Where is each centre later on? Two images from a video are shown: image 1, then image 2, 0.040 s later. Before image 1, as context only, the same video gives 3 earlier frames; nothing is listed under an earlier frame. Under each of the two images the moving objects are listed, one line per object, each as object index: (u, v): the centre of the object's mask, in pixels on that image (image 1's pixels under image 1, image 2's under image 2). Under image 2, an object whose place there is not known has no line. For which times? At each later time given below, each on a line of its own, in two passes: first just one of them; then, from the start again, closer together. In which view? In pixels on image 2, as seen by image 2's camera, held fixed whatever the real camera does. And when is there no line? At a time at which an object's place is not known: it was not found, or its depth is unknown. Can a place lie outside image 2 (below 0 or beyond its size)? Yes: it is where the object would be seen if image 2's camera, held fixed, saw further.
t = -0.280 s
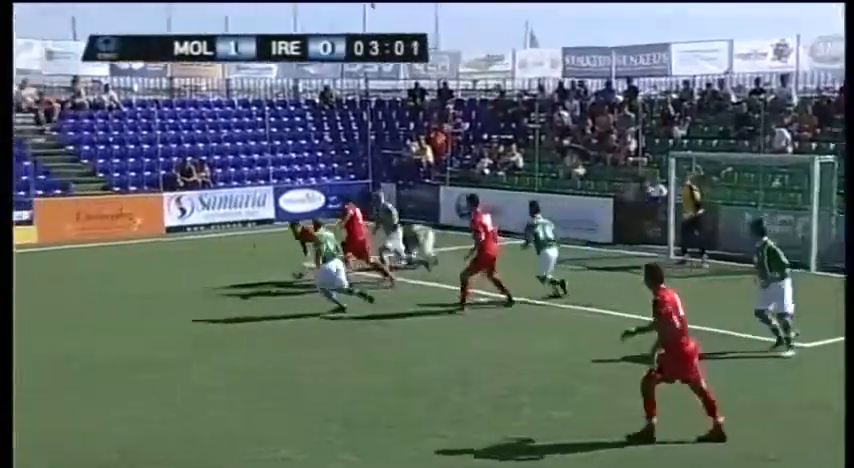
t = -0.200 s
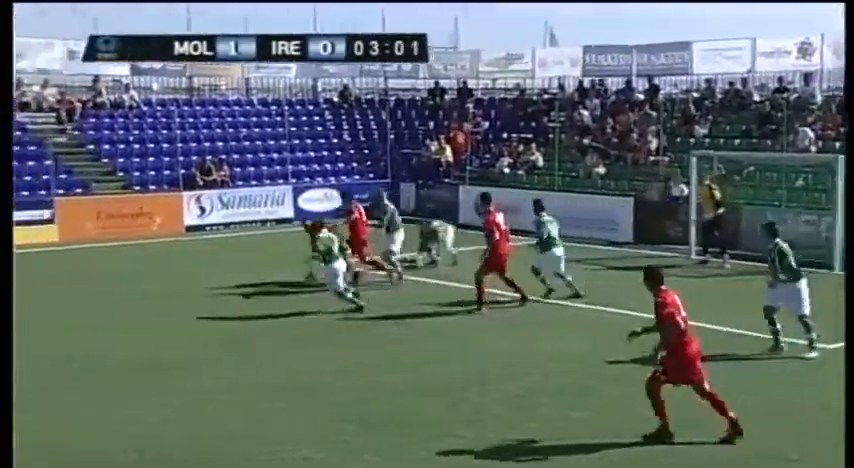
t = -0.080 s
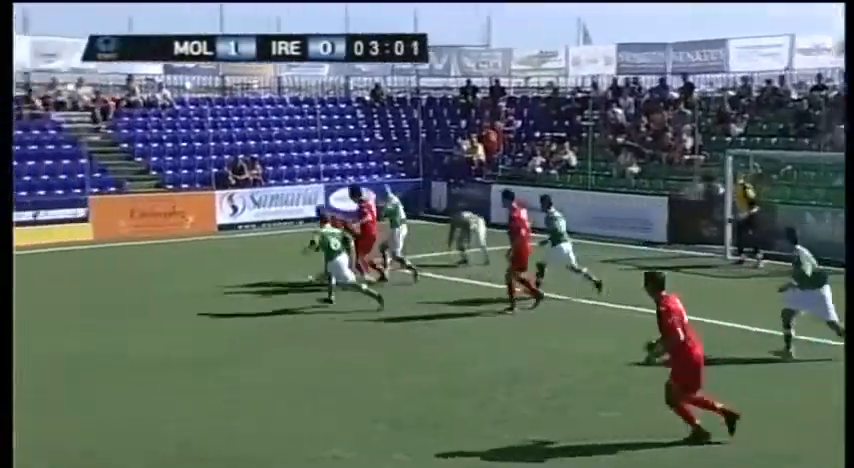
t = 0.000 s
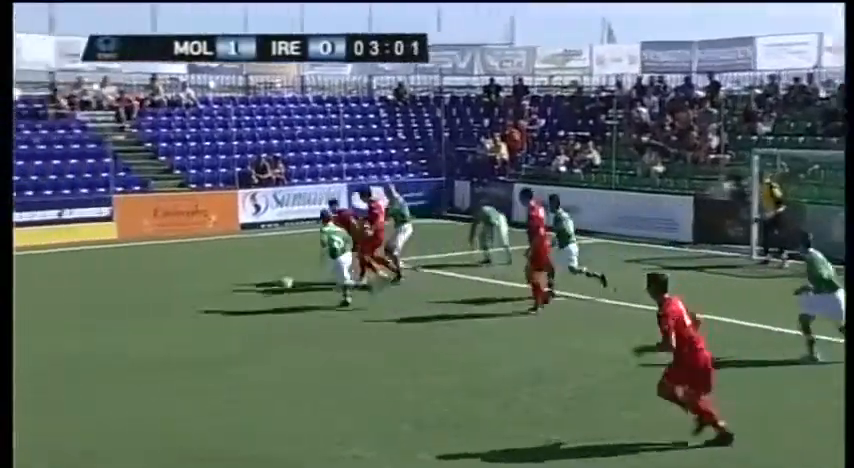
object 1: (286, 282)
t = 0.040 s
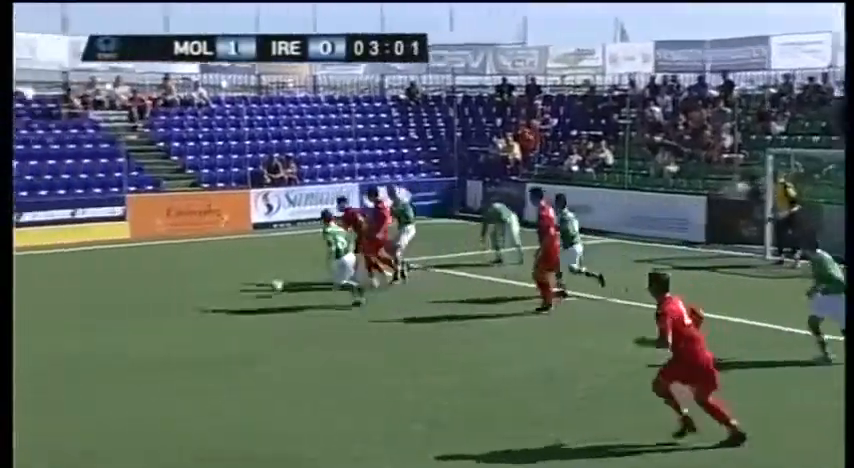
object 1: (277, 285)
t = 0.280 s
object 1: (150, 307)
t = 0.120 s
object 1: (230, 295)
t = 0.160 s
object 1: (210, 296)
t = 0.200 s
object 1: (190, 298)
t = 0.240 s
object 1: (170, 303)
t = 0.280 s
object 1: (150, 307)
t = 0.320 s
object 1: (130, 308)
